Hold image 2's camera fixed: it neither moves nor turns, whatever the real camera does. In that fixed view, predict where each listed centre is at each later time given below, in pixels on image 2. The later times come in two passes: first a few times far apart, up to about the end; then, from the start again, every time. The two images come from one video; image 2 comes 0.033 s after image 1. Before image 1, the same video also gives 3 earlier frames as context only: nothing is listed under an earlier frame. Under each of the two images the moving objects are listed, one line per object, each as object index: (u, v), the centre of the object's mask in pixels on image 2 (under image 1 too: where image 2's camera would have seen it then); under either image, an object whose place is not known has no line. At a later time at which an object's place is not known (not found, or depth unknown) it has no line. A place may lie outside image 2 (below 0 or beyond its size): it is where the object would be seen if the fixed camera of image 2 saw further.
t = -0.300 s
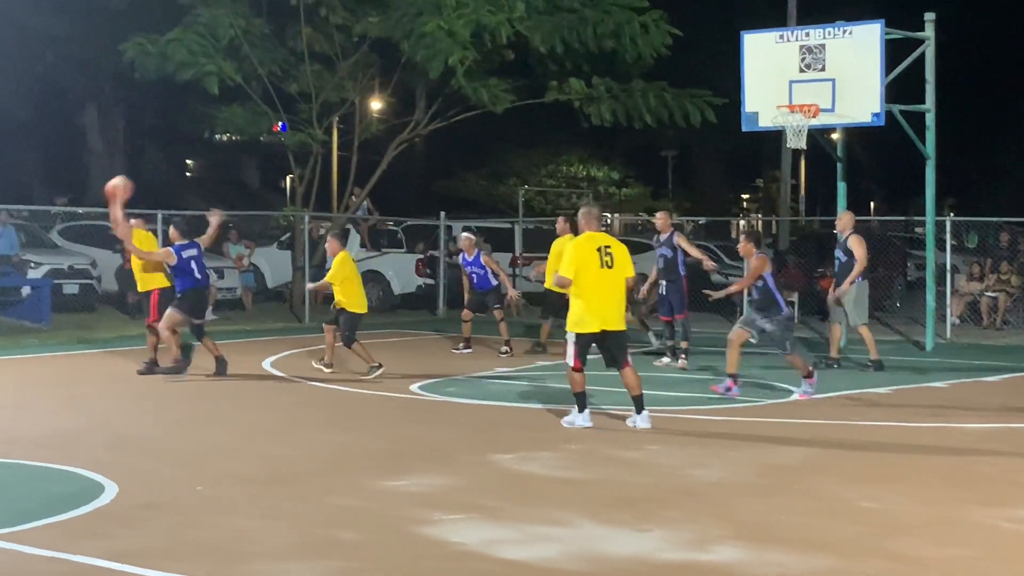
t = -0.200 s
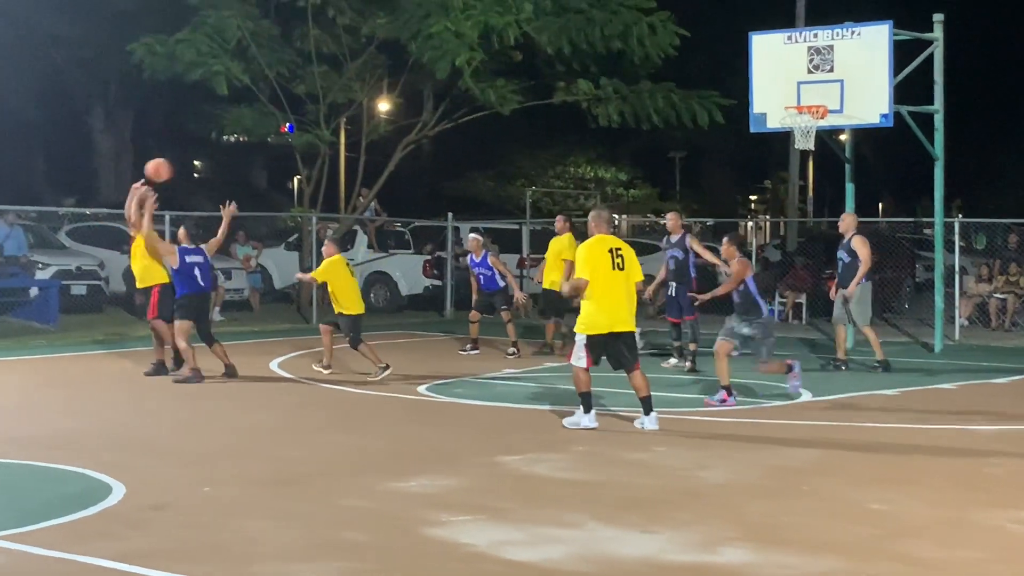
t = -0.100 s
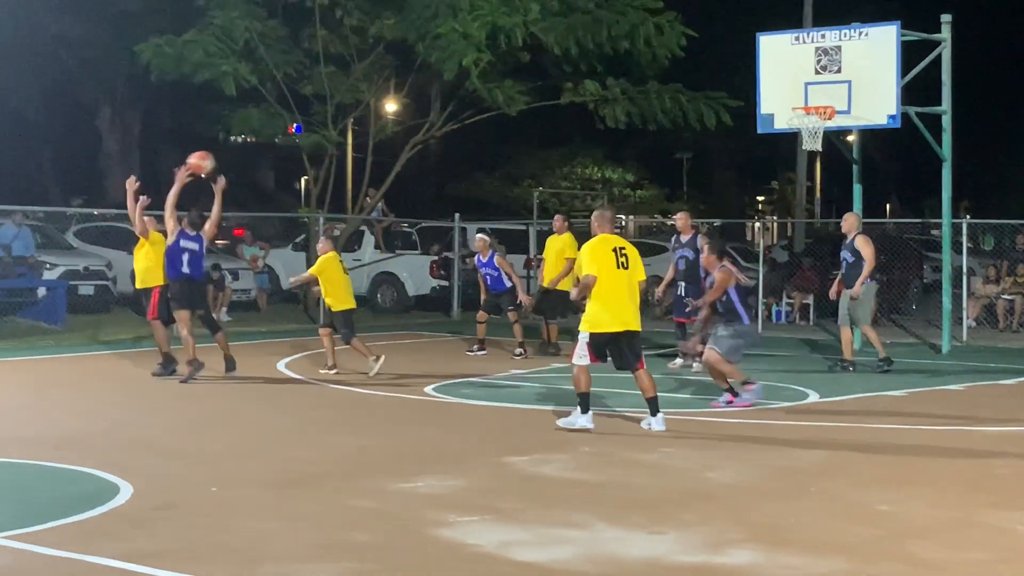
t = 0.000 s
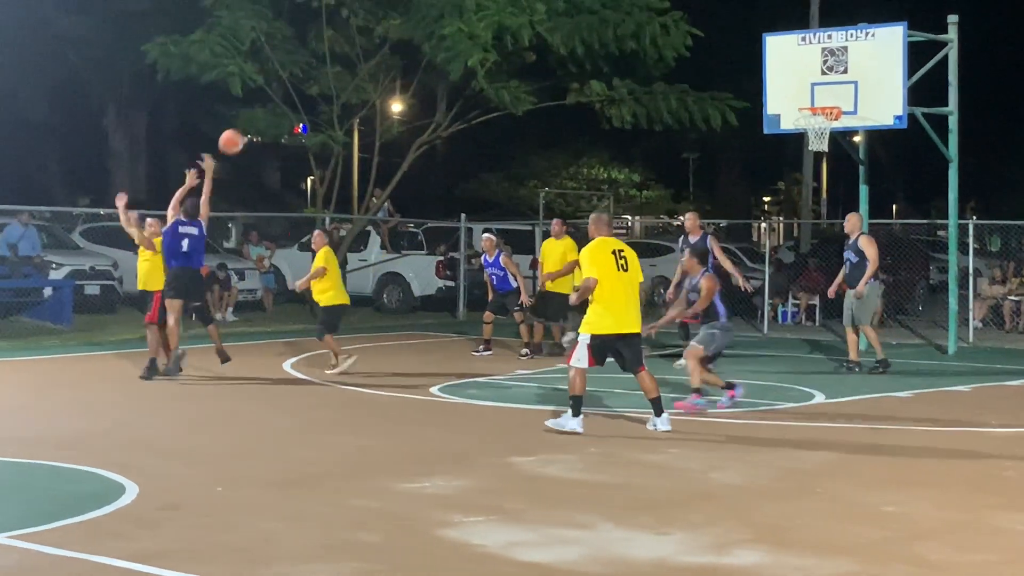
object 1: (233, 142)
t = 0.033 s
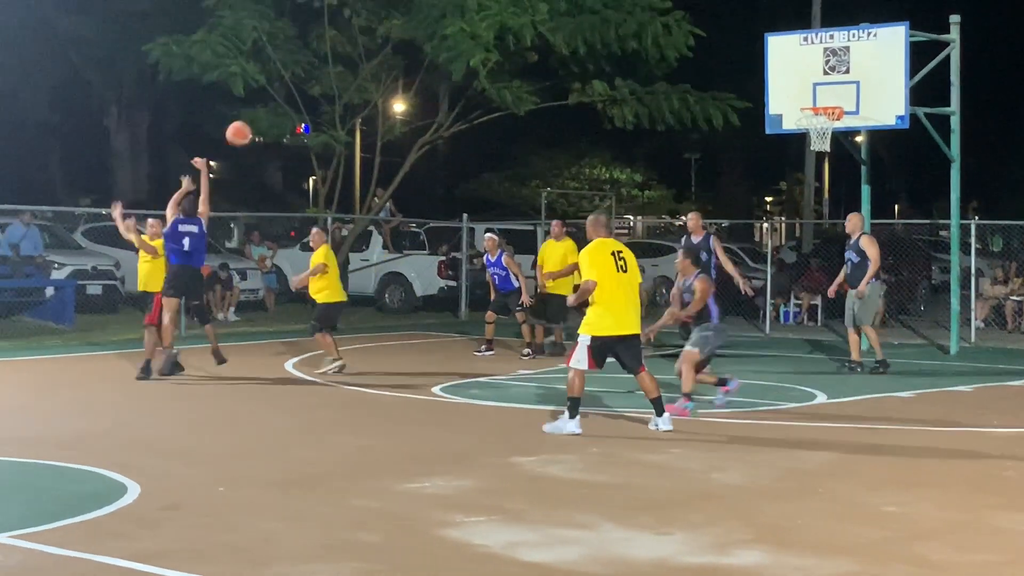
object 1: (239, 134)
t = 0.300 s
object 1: (283, 105)
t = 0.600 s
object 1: (334, 156)
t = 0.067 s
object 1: (244, 126)
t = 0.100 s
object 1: (249, 120)
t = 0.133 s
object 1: (255, 115)
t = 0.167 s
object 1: (260, 111)
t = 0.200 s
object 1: (266, 108)
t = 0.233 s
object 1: (271, 106)
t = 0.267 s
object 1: (277, 105)
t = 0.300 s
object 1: (283, 105)
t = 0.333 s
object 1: (289, 106)
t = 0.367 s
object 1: (294, 108)
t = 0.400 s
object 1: (299, 112)
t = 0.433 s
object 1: (305, 116)
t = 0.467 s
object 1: (311, 122)
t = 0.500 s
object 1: (317, 129)
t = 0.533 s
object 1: (322, 137)
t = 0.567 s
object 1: (328, 146)
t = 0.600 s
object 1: (334, 156)
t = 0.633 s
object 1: (340, 168)
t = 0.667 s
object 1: (346, 181)
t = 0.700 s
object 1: (351, 194)
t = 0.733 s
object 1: (358, 209)
